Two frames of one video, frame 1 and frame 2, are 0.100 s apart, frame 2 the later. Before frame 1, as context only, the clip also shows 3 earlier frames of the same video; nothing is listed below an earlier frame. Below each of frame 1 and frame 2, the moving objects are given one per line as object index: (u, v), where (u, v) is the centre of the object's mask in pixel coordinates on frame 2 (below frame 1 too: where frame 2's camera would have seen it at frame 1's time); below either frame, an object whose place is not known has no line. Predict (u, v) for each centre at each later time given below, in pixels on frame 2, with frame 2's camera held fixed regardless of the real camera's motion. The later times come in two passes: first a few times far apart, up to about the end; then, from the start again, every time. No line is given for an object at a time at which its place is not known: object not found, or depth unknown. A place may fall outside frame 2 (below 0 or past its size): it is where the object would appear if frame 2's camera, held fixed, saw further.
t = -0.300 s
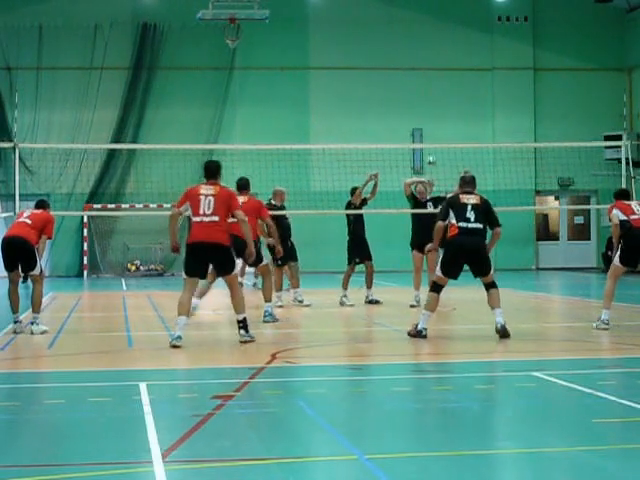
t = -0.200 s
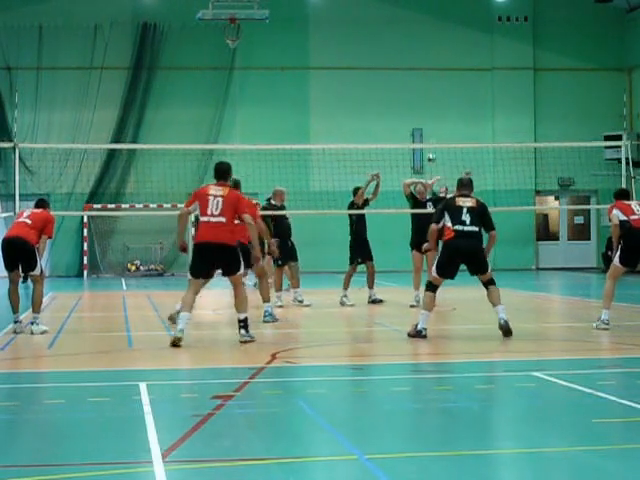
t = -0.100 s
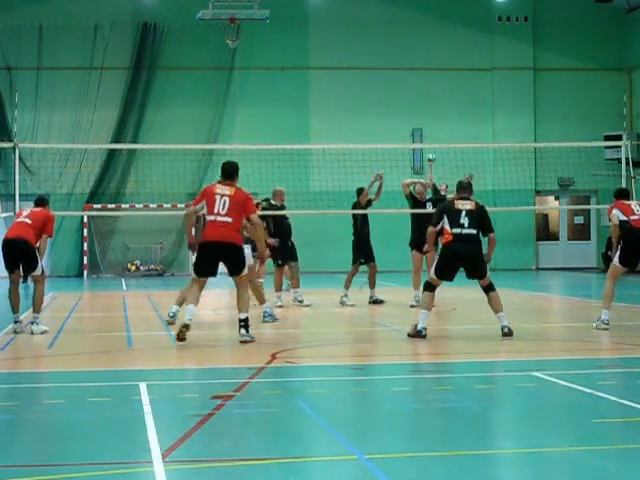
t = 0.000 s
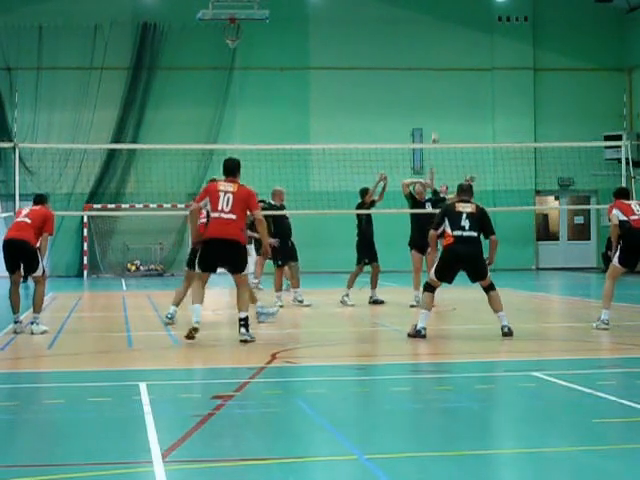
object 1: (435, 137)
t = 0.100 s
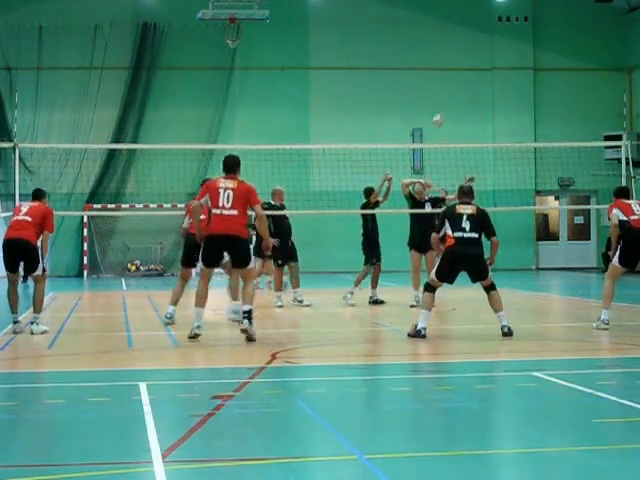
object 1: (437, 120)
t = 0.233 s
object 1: (442, 103)
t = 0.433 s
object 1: (454, 96)
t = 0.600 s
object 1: (472, 109)
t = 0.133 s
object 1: (438, 114)
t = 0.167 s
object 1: (440, 109)
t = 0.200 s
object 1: (441, 105)
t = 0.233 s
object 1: (442, 103)
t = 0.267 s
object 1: (444, 100)
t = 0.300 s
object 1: (446, 97)
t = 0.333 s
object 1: (447, 96)
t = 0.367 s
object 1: (450, 96)
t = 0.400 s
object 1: (452, 96)
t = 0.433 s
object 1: (454, 96)
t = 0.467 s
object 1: (458, 97)
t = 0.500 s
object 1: (460, 98)
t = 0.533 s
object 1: (463, 101)
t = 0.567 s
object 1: (468, 105)
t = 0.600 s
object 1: (472, 109)
